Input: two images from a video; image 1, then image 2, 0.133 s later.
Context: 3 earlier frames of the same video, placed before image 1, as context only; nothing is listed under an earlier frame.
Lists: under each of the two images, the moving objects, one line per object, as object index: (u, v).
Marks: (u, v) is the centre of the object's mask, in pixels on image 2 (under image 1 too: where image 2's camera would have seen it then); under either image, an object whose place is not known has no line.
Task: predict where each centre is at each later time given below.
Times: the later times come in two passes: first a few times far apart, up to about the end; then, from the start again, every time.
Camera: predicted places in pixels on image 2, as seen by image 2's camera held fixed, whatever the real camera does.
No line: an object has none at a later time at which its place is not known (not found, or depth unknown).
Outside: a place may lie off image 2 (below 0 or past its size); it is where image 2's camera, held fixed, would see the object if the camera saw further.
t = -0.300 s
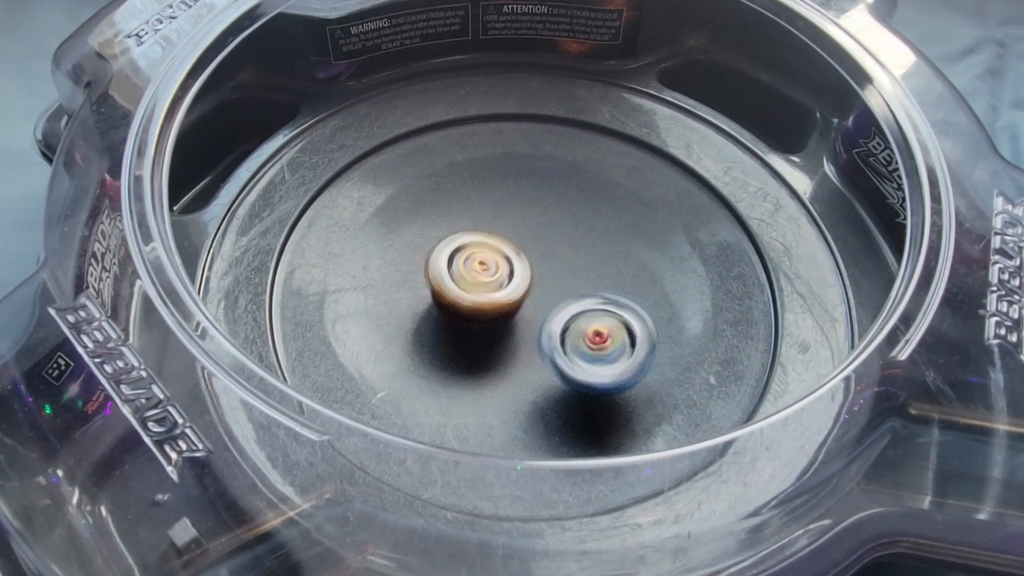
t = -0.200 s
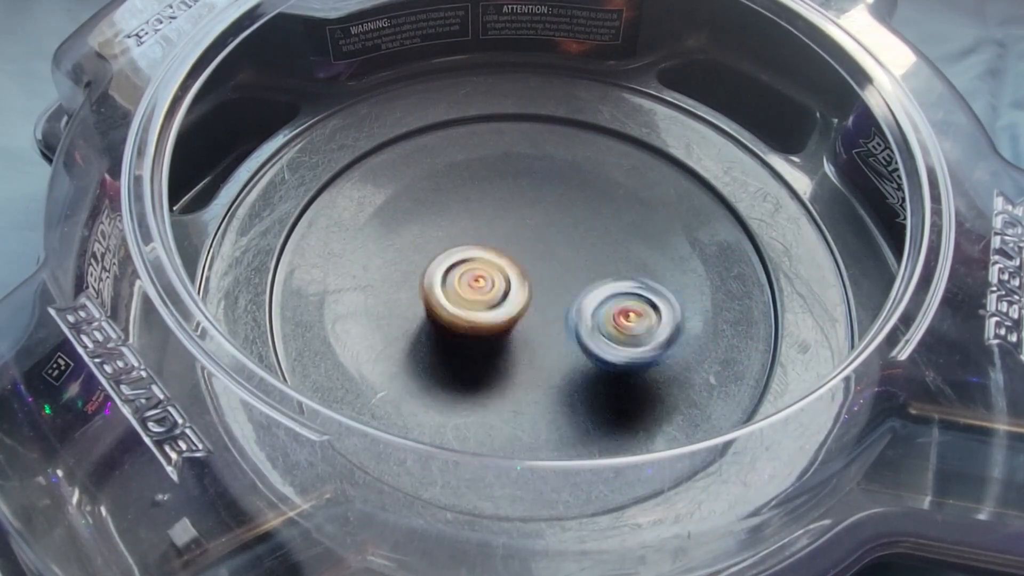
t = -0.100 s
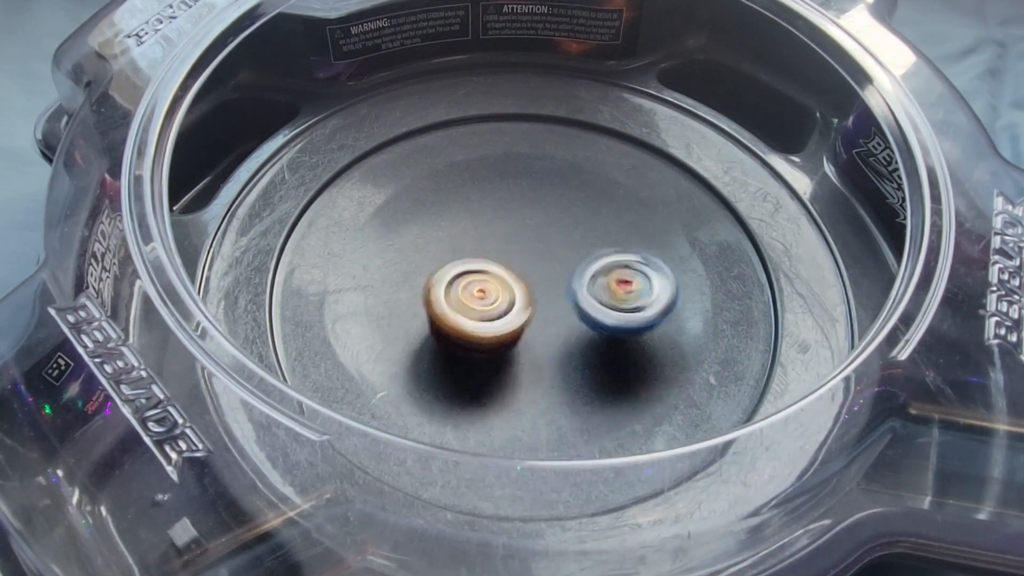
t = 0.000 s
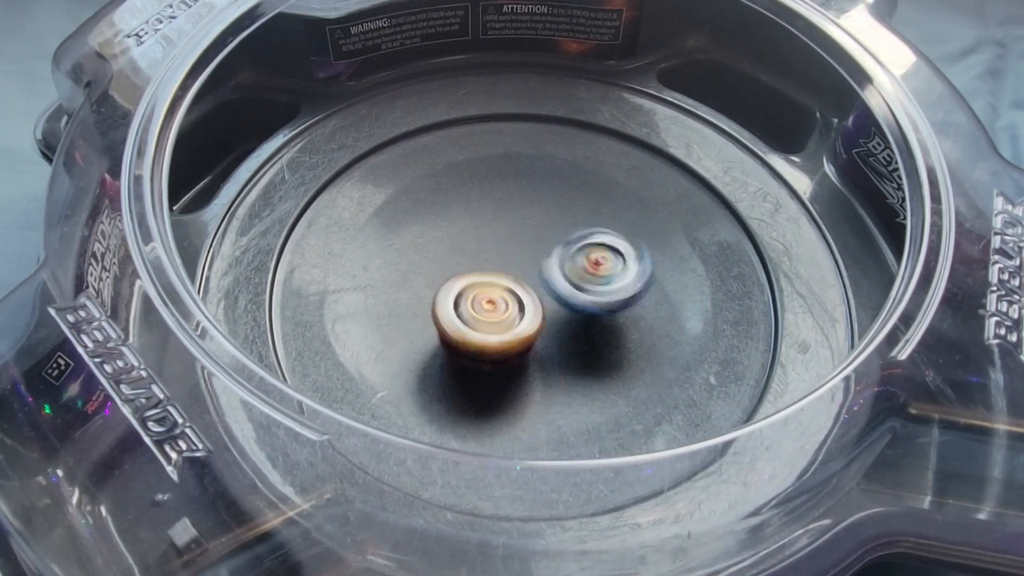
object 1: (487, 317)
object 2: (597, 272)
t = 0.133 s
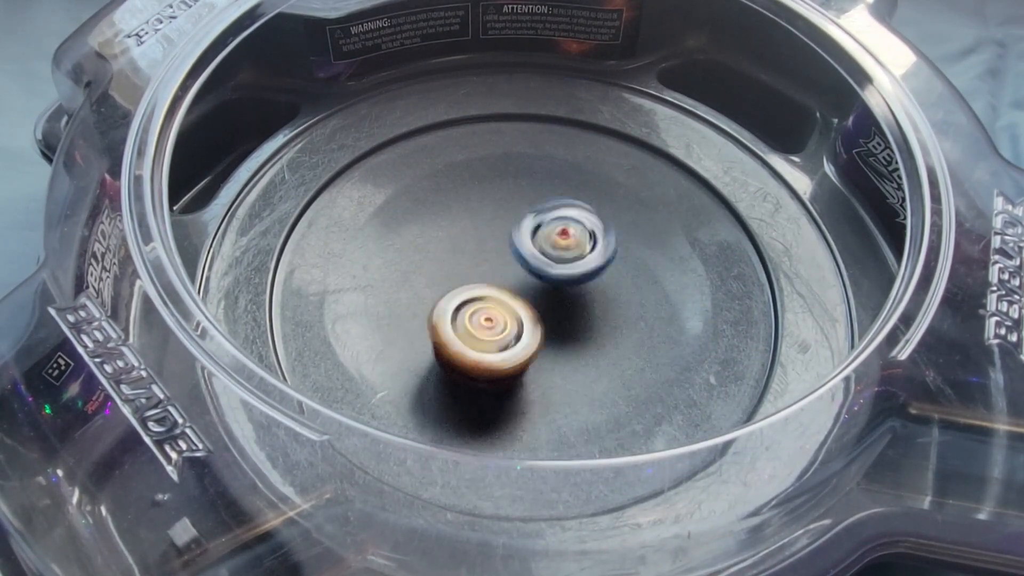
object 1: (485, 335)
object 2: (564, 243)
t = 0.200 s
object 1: (486, 339)
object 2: (546, 234)
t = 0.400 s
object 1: (513, 337)
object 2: (502, 235)
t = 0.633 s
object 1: (556, 349)
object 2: (470, 204)
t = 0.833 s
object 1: (565, 313)
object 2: (503, 245)
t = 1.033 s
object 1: (599, 302)
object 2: (524, 239)
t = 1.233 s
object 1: (590, 288)
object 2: (513, 237)
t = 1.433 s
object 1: (581, 284)
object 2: (477, 244)
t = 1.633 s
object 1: (567, 282)
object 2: (470, 278)
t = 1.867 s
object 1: (567, 271)
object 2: (498, 311)
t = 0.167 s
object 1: (484, 337)
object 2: (555, 237)
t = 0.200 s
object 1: (486, 339)
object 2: (546, 234)
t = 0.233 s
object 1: (487, 339)
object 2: (538, 233)
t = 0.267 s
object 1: (490, 339)
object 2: (530, 233)
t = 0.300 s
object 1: (492, 337)
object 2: (519, 235)
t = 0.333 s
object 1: (498, 335)
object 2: (513, 240)
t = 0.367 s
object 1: (504, 334)
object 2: (506, 239)
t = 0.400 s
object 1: (513, 337)
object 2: (502, 235)
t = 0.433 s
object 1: (526, 350)
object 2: (498, 225)
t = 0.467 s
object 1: (537, 355)
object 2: (491, 218)
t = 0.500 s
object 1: (544, 358)
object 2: (486, 212)
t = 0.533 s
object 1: (547, 356)
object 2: (476, 207)
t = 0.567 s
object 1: (550, 355)
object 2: (473, 203)
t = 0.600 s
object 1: (554, 353)
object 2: (472, 204)
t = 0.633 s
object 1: (556, 349)
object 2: (470, 204)
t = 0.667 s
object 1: (557, 348)
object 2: (472, 207)
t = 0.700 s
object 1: (559, 339)
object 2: (474, 212)
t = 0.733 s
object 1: (560, 336)
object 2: (478, 219)
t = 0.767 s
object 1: (562, 330)
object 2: (486, 226)
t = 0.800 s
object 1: (562, 324)
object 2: (492, 236)
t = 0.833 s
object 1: (565, 313)
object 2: (503, 245)
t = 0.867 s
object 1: (581, 315)
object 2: (499, 241)
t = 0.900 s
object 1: (594, 316)
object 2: (499, 240)
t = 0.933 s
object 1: (600, 312)
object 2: (504, 240)
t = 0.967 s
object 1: (600, 309)
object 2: (511, 240)
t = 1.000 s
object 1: (600, 305)
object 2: (519, 241)
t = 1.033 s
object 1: (599, 302)
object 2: (524, 239)
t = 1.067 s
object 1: (602, 300)
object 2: (524, 235)
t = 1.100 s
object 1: (602, 297)
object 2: (521, 234)
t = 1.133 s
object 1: (598, 295)
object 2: (516, 232)
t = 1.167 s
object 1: (596, 292)
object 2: (516, 233)
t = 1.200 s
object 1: (593, 291)
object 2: (514, 234)
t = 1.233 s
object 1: (590, 288)
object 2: (513, 237)
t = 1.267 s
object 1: (587, 284)
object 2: (507, 236)
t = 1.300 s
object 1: (586, 283)
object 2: (500, 239)
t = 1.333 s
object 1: (584, 282)
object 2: (497, 239)
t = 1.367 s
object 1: (584, 281)
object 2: (495, 240)
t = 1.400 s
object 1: (582, 282)
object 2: (487, 242)
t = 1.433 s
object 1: (581, 284)
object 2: (477, 244)
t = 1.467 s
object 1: (581, 285)
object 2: (472, 247)
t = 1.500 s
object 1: (578, 285)
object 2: (467, 252)
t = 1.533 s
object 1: (577, 283)
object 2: (465, 258)
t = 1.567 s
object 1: (573, 283)
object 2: (466, 262)
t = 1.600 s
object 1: (570, 283)
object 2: (471, 270)
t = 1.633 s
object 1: (567, 282)
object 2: (470, 278)
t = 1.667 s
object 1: (566, 280)
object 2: (469, 283)
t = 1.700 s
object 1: (564, 277)
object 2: (472, 289)
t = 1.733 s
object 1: (564, 275)
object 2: (477, 292)
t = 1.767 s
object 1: (565, 269)
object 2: (484, 297)
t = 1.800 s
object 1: (566, 270)
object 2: (489, 302)
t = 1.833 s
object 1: (567, 270)
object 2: (493, 306)
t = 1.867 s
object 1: (567, 271)
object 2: (498, 311)
